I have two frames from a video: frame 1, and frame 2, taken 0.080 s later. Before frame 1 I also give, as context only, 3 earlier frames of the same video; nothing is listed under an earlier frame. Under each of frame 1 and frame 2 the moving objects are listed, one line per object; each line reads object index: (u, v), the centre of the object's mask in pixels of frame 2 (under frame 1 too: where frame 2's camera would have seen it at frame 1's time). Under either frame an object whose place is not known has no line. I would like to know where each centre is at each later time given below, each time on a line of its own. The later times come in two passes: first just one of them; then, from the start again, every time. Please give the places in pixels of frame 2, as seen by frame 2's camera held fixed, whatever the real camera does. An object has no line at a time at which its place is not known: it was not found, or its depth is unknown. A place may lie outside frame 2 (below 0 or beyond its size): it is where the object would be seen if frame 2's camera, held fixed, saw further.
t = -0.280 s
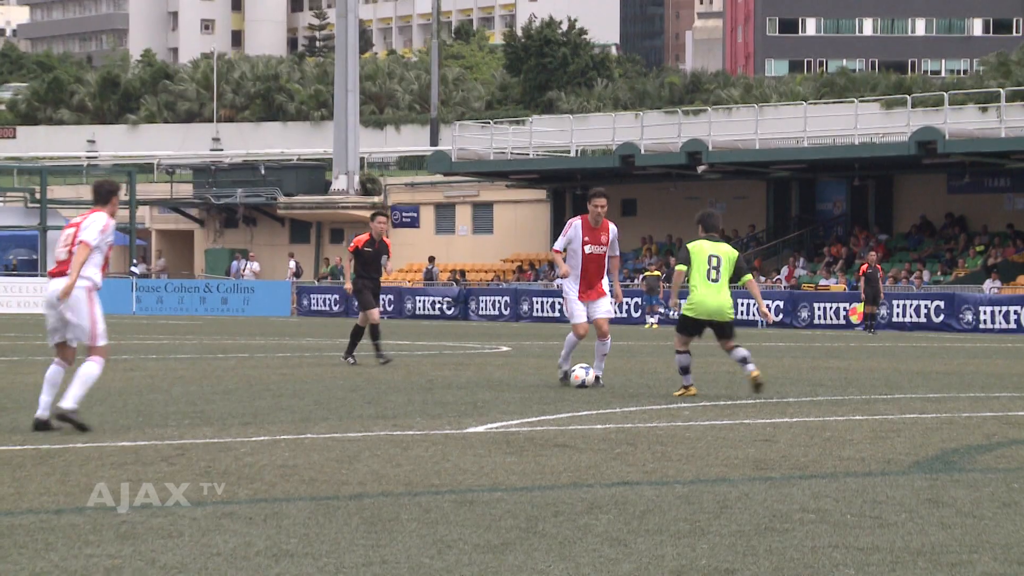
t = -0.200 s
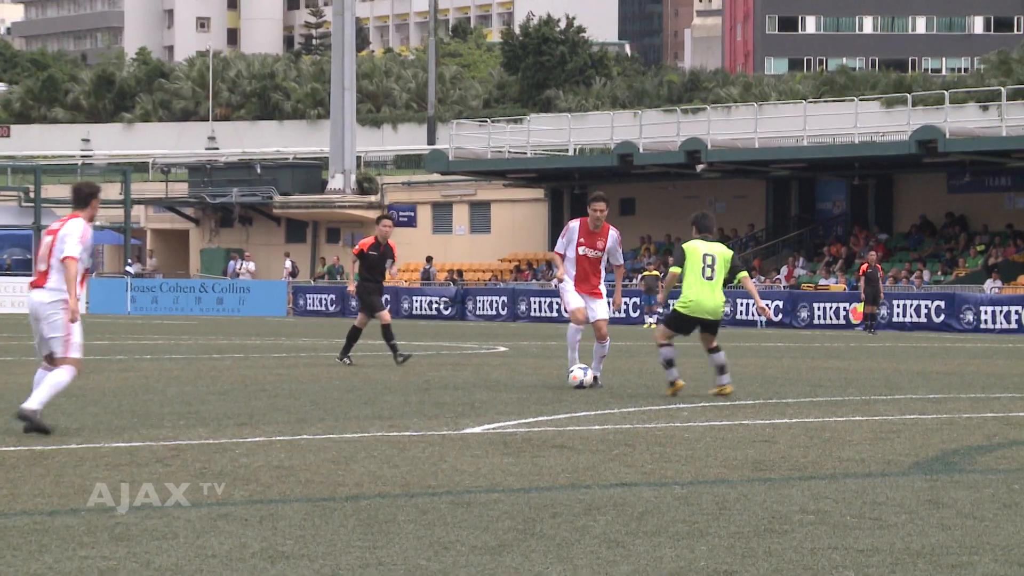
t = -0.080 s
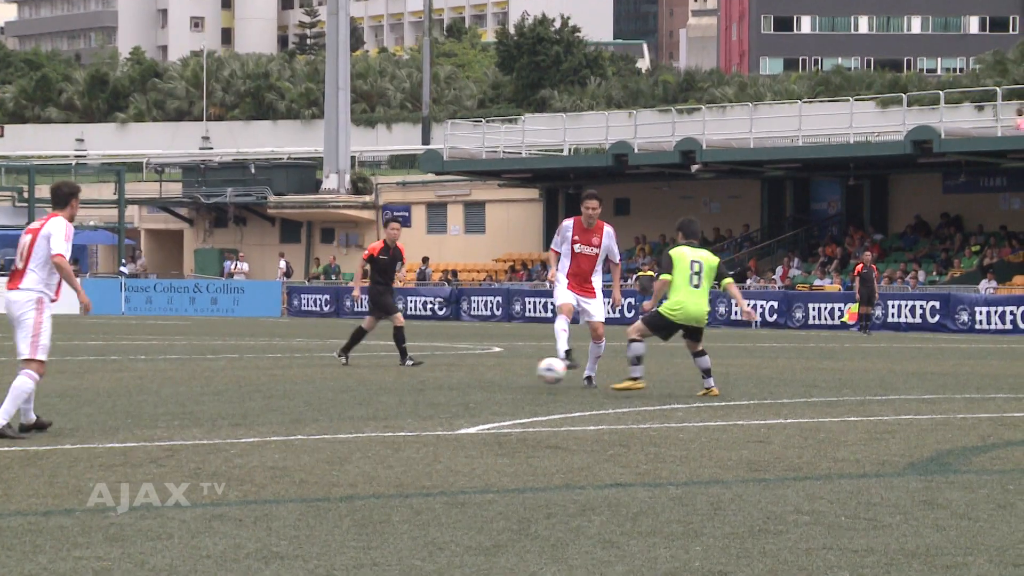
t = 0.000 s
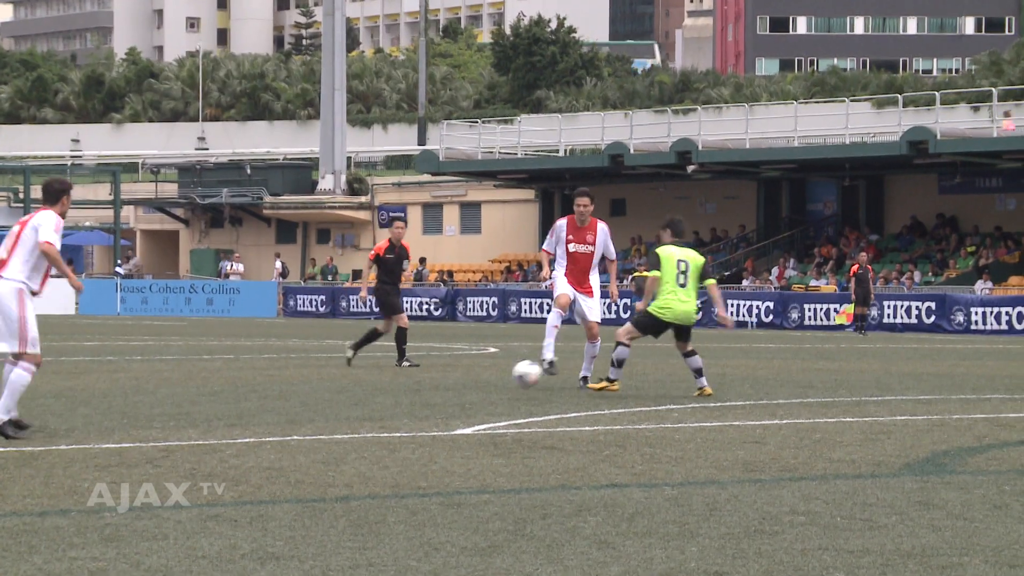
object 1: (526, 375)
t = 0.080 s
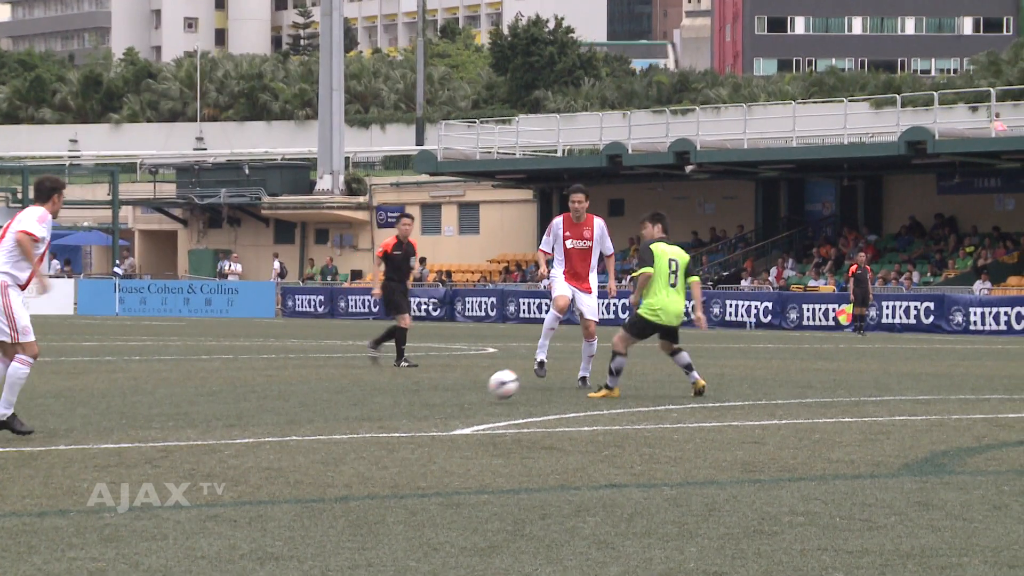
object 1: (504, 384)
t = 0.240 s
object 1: (455, 394)
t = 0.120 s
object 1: (491, 391)
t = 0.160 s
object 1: (479, 392)
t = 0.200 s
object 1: (467, 391)
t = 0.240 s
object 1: (455, 394)
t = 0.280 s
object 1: (442, 398)
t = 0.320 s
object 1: (428, 403)
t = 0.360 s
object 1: (416, 402)
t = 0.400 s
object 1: (404, 401)
